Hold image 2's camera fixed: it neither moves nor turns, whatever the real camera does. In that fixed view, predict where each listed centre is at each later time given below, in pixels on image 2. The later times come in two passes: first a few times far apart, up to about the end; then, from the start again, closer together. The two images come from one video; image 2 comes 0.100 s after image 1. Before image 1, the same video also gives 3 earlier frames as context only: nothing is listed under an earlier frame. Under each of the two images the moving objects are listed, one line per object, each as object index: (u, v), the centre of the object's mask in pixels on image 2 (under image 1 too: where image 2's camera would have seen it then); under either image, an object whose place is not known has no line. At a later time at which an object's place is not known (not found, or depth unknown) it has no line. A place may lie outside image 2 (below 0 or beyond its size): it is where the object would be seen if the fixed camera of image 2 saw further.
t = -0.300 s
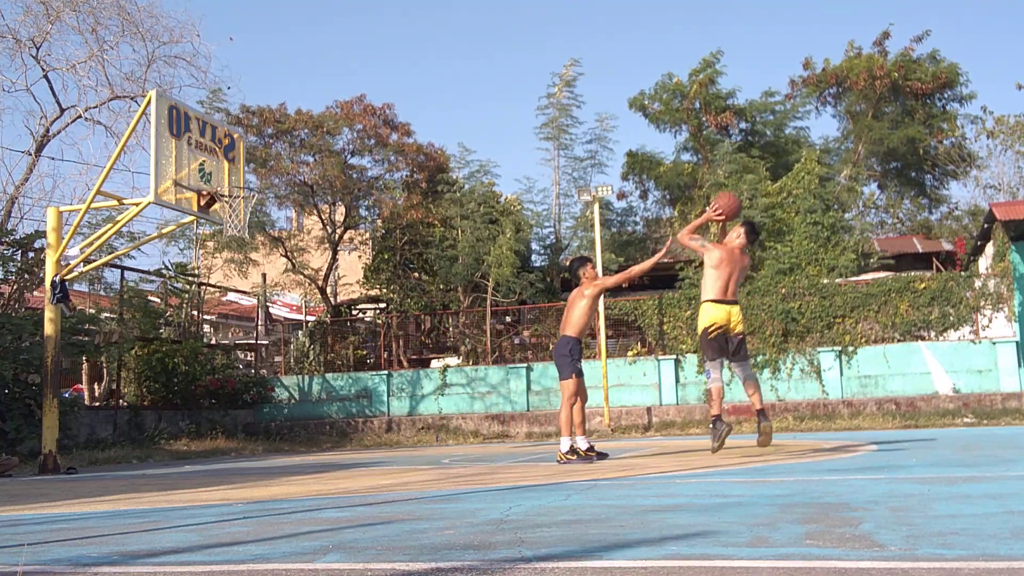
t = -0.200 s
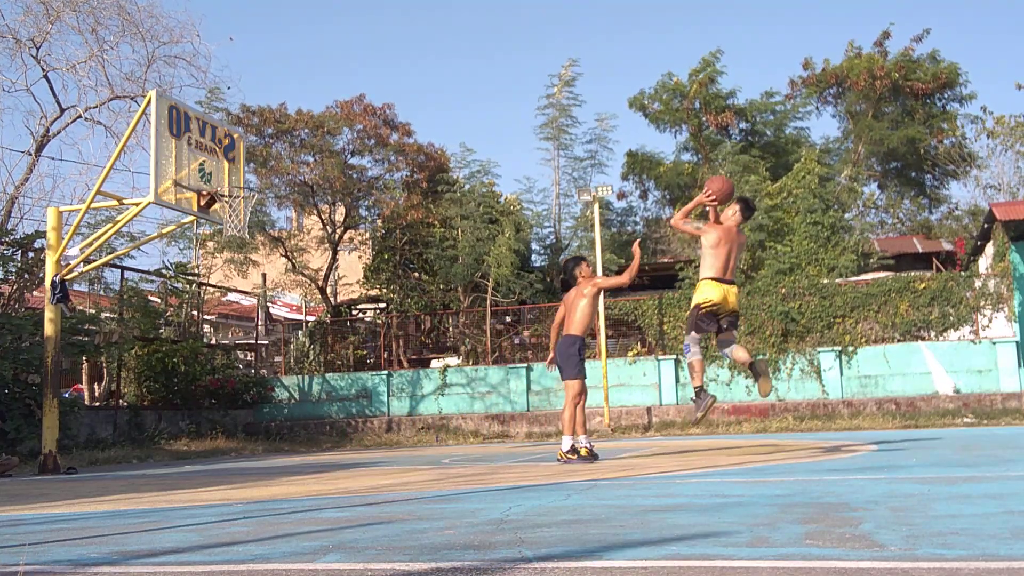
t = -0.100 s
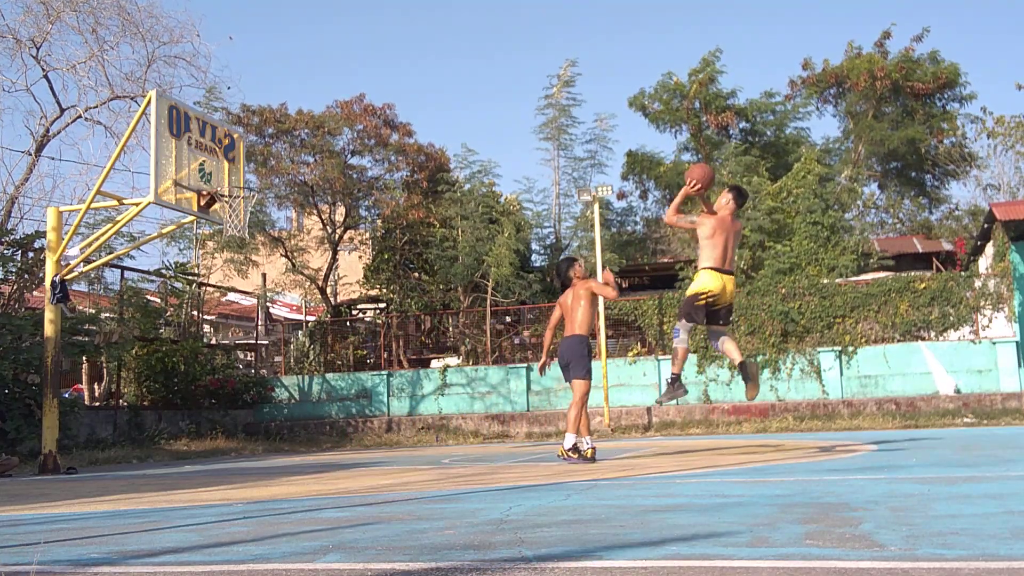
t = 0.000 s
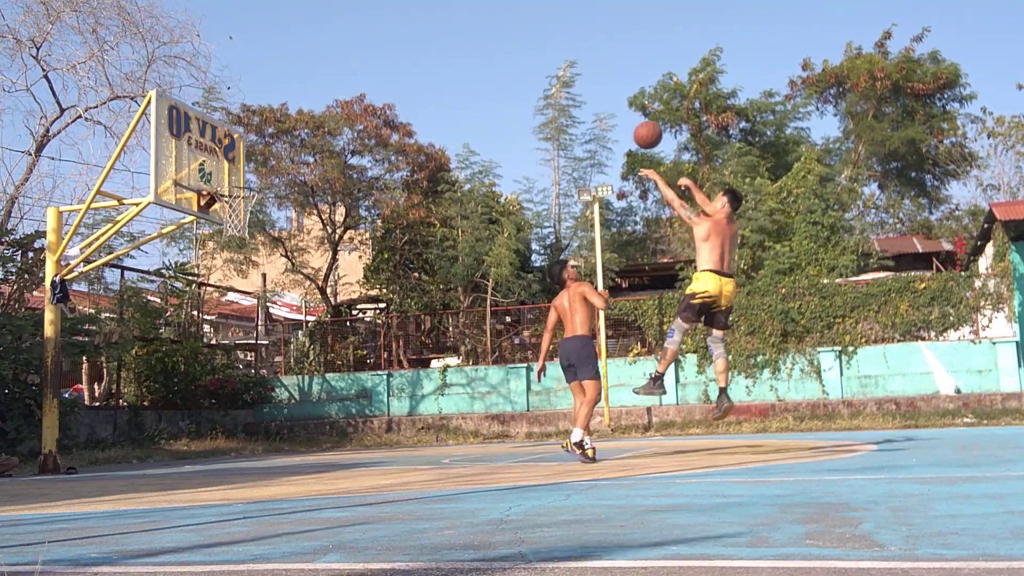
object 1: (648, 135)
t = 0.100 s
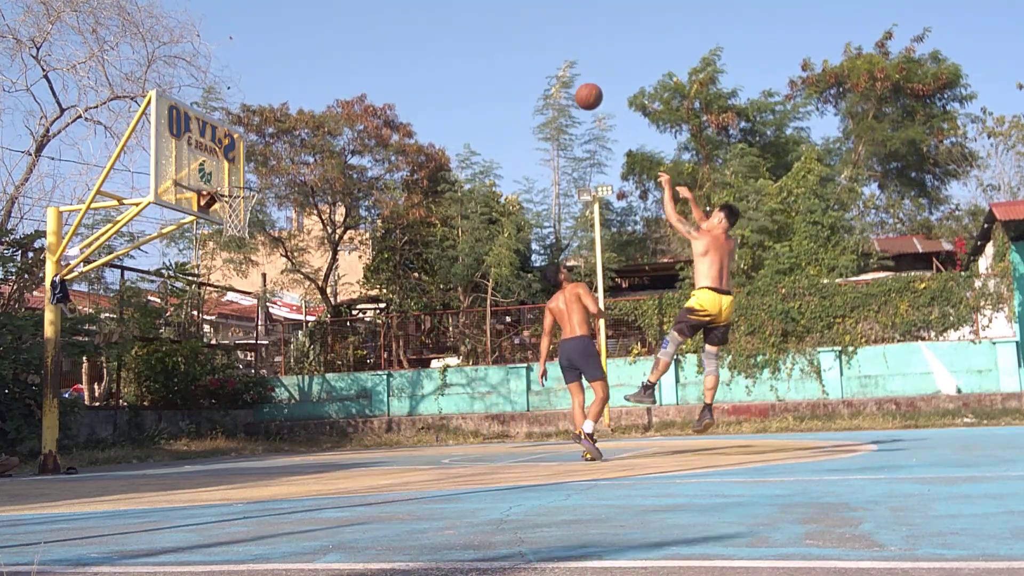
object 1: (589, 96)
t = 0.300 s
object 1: (485, 56)
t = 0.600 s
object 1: (358, 73)
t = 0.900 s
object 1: (251, 165)
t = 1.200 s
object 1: (218, 130)
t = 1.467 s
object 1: (195, 143)
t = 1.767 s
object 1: (164, 247)
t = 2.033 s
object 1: (132, 446)
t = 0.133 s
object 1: (570, 86)
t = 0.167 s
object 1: (552, 78)
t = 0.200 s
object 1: (535, 70)
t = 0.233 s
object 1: (518, 64)
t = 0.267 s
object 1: (502, 60)
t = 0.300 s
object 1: (485, 56)
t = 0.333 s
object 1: (470, 54)
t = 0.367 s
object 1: (455, 53)
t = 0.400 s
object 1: (440, 53)
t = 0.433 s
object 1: (425, 53)
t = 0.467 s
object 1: (411, 55)
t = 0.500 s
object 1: (397, 58)
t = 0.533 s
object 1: (384, 62)
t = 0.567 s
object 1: (371, 67)
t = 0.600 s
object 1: (358, 73)
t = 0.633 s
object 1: (345, 80)
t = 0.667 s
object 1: (332, 88)
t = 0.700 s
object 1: (320, 96)
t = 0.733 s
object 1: (308, 106)
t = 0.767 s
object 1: (296, 116)
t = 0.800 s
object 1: (284, 127)
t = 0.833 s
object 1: (273, 138)
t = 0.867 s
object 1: (261, 152)
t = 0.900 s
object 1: (251, 165)
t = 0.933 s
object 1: (240, 179)
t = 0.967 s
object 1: (237, 172)
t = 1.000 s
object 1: (235, 163)
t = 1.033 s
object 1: (232, 156)
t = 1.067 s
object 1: (229, 149)
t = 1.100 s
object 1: (227, 142)
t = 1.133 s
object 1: (224, 138)
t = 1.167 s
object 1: (221, 133)
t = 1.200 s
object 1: (218, 130)
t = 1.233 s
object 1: (216, 129)
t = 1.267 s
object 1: (212, 127)
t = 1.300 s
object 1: (210, 127)
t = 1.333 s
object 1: (207, 128)
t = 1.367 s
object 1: (204, 130)
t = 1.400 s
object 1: (200, 133)
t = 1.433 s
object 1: (198, 137)
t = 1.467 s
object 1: (195, 143)
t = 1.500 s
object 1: (191, 148)
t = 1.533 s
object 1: (189, 156)
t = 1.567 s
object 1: (185, 165)
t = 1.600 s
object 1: (182, 175)
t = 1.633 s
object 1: (178, 187)
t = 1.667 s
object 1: (175, 200)
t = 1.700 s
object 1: (171, 214)
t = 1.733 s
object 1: (168, 229)
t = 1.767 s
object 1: (164, 247)
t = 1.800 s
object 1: (160, 265)
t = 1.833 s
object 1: (157, 286)
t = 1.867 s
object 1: (153, 307)
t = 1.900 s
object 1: (148, 331)
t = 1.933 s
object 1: (145, 357)
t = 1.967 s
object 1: (141, 385)
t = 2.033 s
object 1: (132, 446)
